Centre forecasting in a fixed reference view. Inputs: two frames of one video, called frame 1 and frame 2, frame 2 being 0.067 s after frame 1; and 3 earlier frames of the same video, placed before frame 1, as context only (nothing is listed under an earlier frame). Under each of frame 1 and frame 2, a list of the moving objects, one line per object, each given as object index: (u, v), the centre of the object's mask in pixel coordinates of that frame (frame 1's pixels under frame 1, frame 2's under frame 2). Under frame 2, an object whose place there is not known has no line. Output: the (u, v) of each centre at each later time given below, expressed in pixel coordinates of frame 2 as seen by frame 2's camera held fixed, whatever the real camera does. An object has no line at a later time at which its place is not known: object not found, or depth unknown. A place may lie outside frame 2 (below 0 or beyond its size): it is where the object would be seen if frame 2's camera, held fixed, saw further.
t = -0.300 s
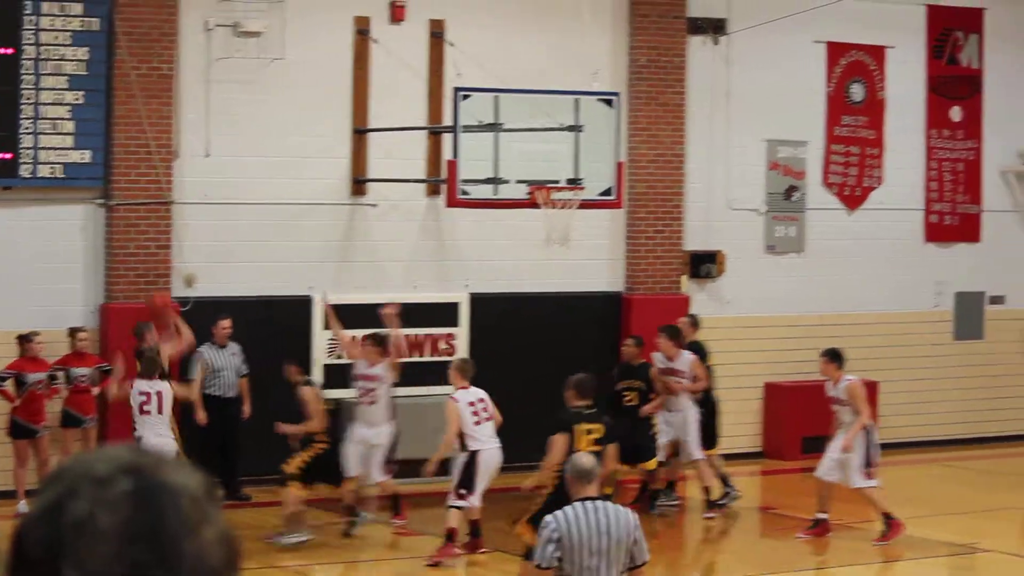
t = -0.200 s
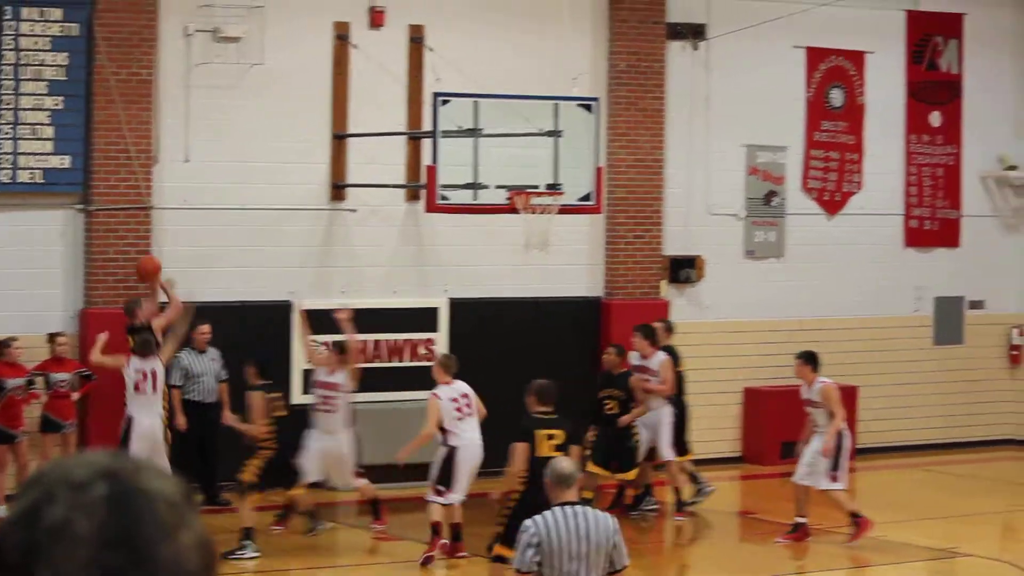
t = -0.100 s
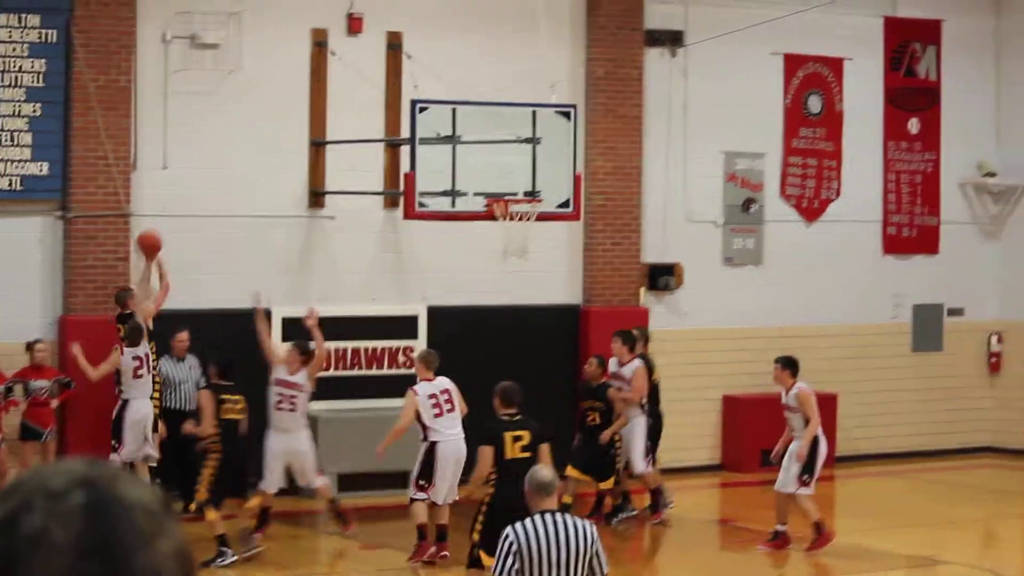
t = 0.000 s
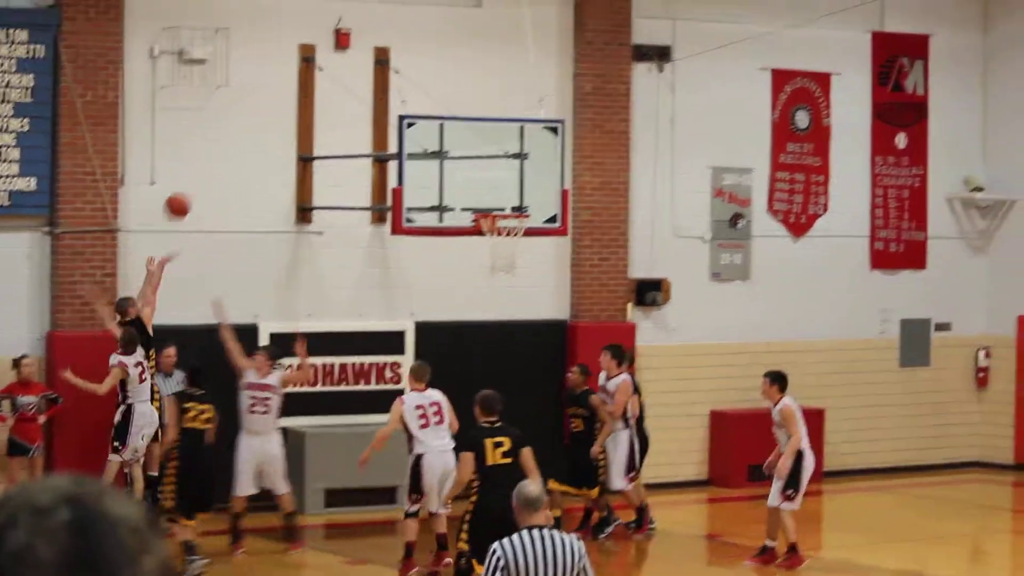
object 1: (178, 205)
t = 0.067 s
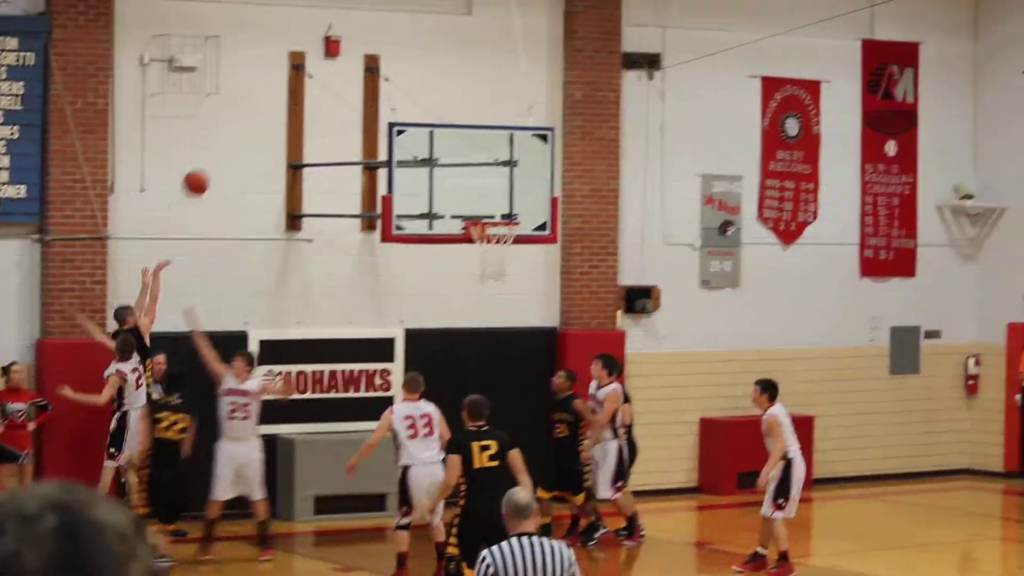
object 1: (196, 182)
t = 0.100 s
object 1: (211, 169)
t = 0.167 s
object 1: (239, 146)
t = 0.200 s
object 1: (253, 137)
